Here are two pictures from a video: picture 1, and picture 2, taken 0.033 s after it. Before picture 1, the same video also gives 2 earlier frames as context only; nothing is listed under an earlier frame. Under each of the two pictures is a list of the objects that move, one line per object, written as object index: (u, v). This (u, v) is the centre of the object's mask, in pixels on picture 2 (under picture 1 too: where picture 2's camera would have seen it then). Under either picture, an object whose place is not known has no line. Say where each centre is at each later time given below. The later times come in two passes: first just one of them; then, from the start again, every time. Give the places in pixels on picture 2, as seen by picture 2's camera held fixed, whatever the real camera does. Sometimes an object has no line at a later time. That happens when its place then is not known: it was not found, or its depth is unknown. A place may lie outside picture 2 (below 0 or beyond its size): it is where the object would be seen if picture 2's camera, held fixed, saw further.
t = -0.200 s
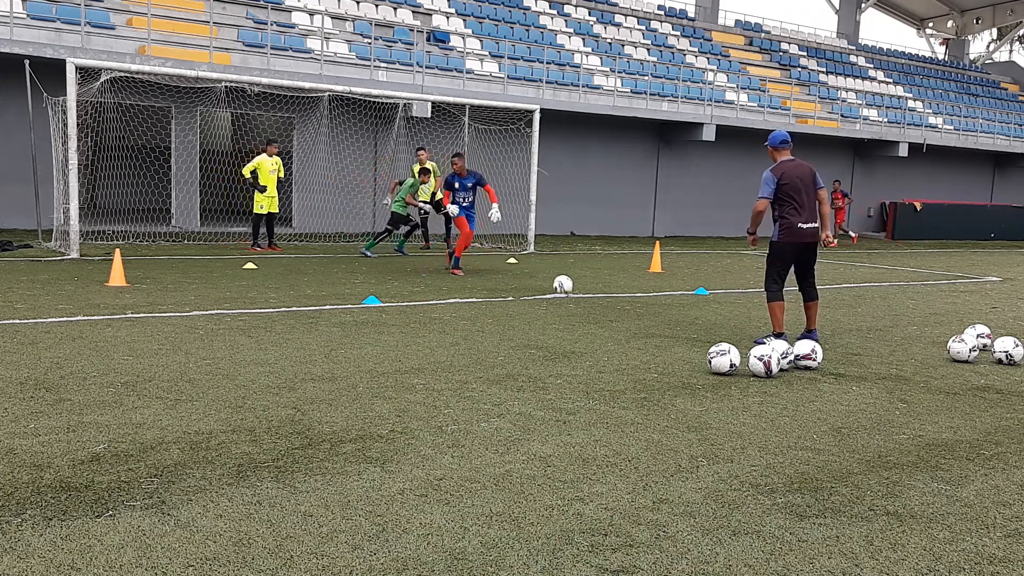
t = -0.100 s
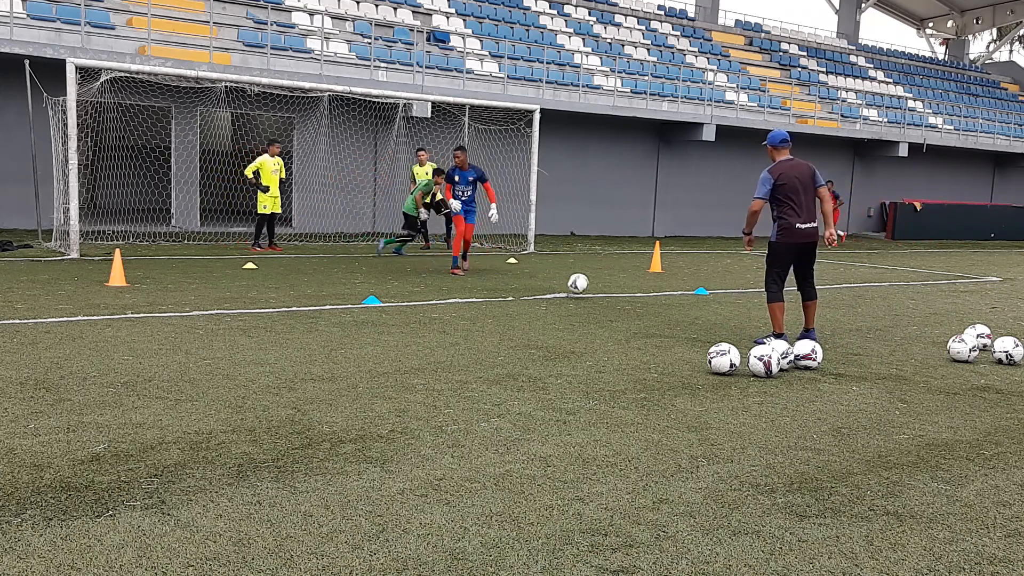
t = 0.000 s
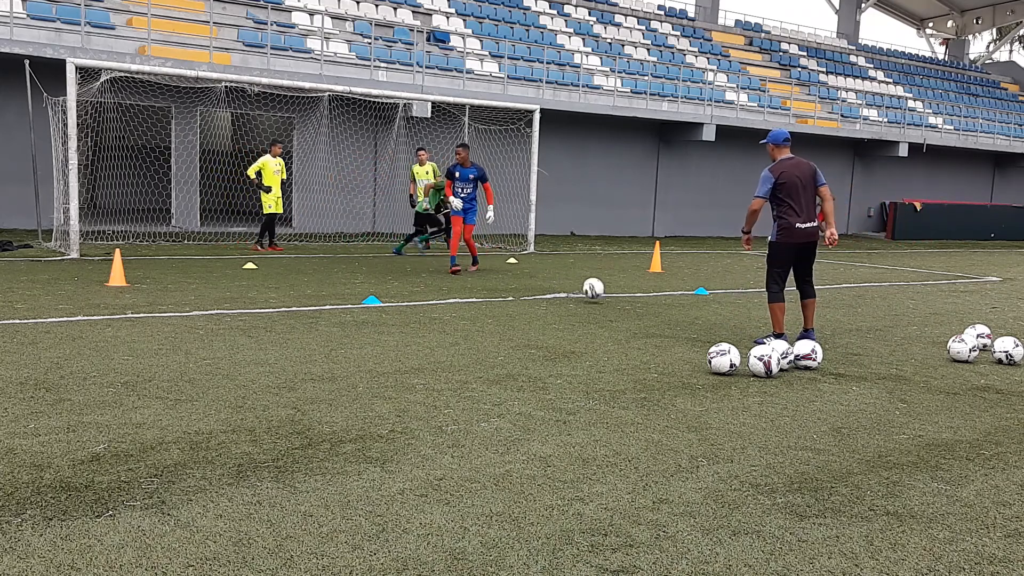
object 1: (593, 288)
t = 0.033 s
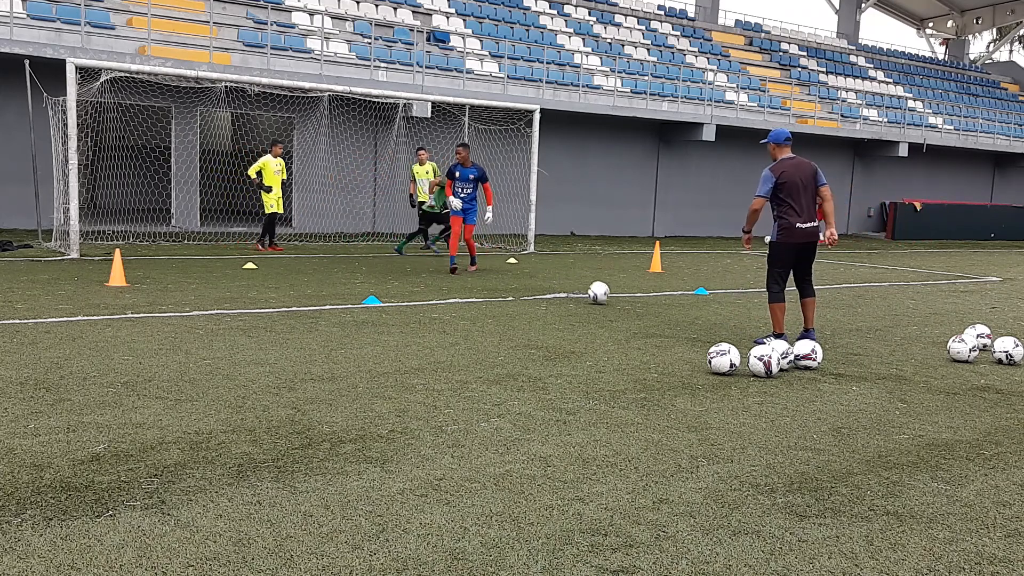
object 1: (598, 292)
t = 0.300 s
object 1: (643, 305)
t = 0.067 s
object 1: (604, 295)
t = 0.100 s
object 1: (609, 294)
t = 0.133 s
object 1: (615, 293)
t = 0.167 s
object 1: (620, 293)
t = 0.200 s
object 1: (626, 294)
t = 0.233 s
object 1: (631, 297)
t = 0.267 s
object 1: (637, 300)
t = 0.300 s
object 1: (643, 305)
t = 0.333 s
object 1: (649, 305)
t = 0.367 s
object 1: (656, 306)
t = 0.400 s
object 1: (663, 306)
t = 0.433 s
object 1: (669, 309)
